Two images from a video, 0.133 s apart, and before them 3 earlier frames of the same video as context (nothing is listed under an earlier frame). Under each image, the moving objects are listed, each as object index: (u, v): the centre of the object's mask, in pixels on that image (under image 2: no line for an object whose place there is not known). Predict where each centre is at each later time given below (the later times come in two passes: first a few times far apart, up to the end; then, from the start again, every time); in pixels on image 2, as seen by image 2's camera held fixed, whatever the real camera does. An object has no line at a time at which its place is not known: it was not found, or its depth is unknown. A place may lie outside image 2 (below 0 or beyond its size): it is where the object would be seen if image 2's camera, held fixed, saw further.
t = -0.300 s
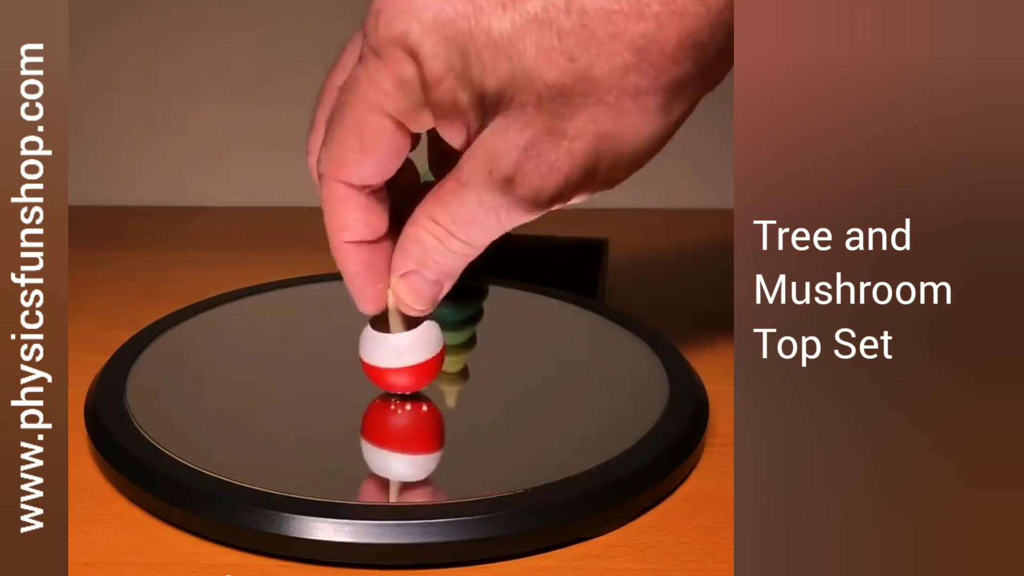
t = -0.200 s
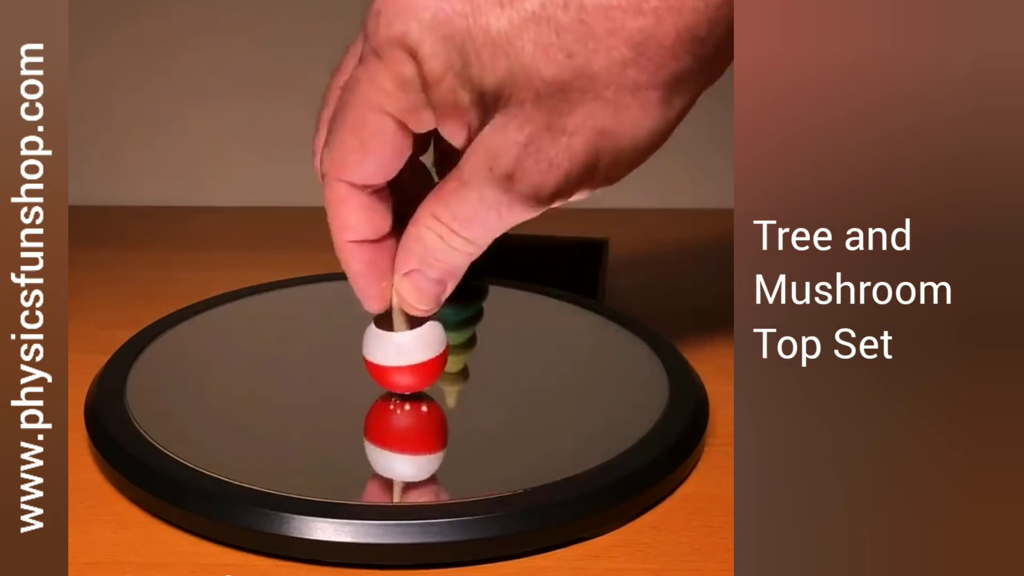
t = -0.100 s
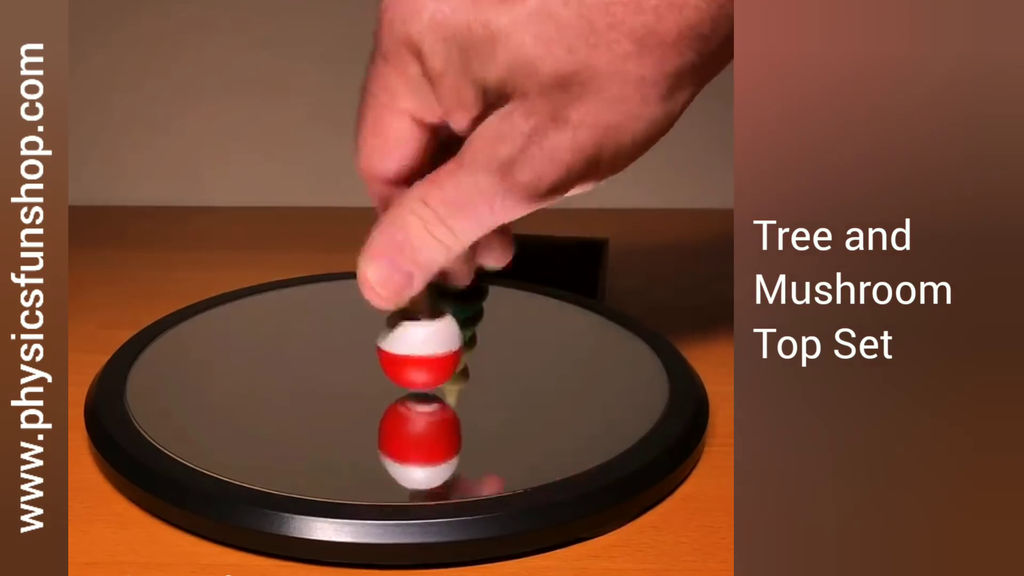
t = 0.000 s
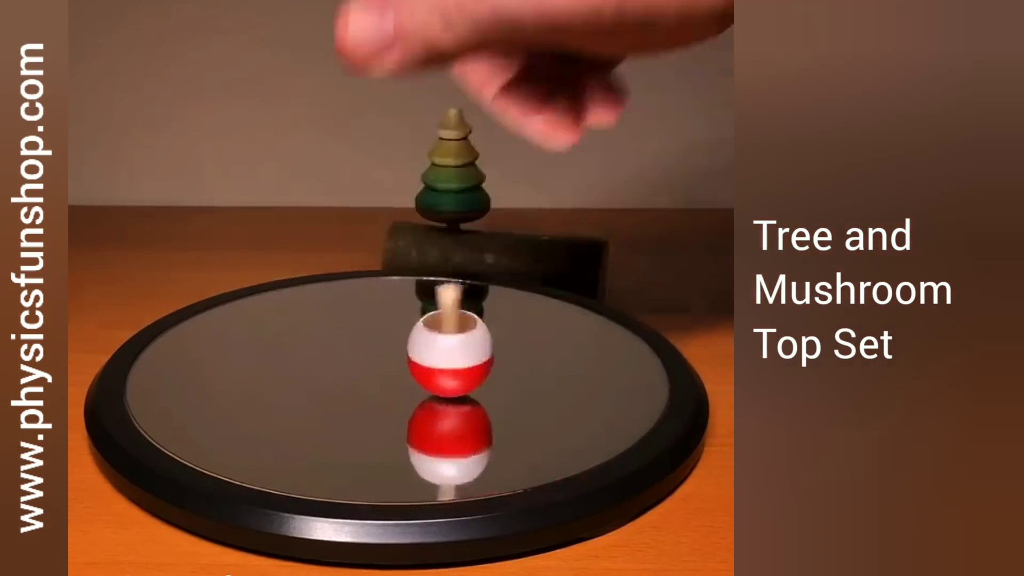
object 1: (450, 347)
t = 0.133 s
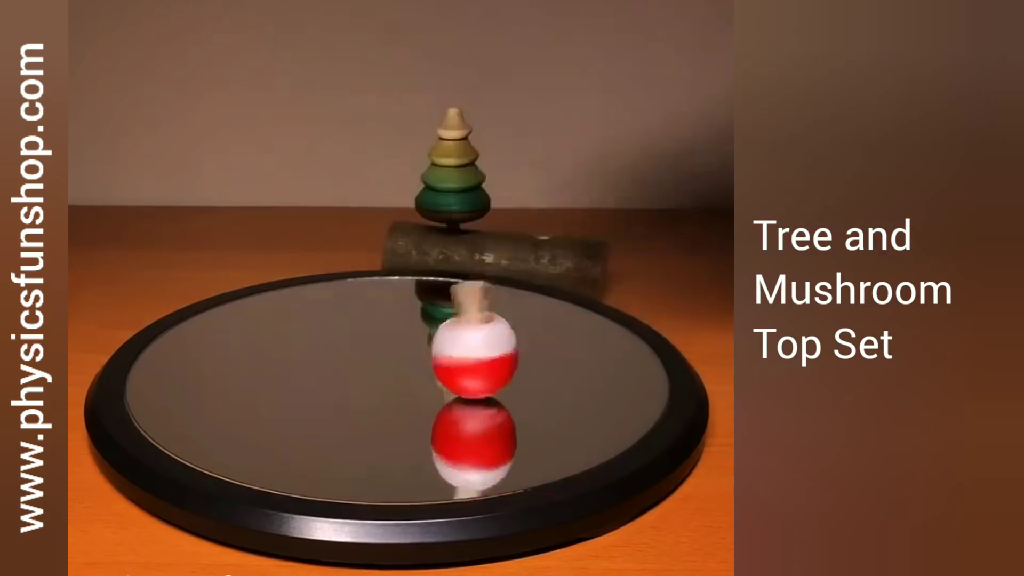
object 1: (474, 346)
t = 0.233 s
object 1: (485, 344)
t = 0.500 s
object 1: (486, 339)
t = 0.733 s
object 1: (464, 318)
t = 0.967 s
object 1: (418, 314)
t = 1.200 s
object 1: (391, 306)
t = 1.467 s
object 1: (358, 297)
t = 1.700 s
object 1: (363, 303)
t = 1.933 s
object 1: (366, 315)
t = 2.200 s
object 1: (420, 332)
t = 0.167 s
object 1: (481, 349)
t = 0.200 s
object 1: (481, 348)
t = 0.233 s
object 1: (485, 344)
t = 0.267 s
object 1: (490, 347)
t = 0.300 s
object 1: (487, 347)
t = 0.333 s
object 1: (491, 341)
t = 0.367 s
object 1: (494, 344)
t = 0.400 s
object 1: (489, 343)
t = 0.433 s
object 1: (492, 337)
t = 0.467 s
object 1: (493, 339)
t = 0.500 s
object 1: (486, 339)
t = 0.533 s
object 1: (488, 332)
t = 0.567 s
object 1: (486, 334)
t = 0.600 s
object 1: (477, 333)
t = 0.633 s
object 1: (478, 325)
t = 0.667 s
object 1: (476, 330)
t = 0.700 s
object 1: (464, 328)
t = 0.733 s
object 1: (464, 318)
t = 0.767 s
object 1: (465, 322)
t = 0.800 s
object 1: (451, 324)
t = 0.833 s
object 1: (444, 314)
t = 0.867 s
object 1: (449, 313)
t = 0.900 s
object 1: (438, 309)
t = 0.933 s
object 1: (435, 315)
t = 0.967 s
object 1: (418, 314)
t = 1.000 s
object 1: (413, 304)
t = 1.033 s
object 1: (419, 304)
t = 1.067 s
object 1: (411, 310)
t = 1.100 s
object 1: (395, 307)
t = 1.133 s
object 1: (392, 299)
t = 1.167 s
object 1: (398, 300)
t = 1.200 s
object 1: (391, 306)
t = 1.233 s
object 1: (374, 305)
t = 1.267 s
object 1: (368, 298)
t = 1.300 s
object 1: (375, 297)
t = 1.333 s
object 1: (378, 301)
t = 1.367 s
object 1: (369, 305)
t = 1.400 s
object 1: (355, 304)
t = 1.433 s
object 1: (350, 299)
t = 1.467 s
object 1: (358, 297)
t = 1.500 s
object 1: (365, 300)
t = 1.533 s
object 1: (363, 306)
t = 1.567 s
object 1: (352, 308)
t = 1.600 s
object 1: (346, 306)
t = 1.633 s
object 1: (346, 303)
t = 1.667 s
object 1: (353, 301)
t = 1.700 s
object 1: (363, 303)
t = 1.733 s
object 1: (368, 307)
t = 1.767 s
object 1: (367, 312)
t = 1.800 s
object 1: (363, 314)
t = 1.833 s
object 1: (356, 315)
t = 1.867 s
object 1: (357, 314)
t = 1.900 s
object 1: (360, 314)
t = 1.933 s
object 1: (366, 315)
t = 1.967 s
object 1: (377, 318)
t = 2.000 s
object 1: (382, 320)
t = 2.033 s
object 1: (394, 320)
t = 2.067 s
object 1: (401, 322)
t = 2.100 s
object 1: (408, 324)
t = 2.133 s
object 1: (414, 329)
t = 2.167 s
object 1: (418, 331)
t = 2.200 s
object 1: (420, 332)
